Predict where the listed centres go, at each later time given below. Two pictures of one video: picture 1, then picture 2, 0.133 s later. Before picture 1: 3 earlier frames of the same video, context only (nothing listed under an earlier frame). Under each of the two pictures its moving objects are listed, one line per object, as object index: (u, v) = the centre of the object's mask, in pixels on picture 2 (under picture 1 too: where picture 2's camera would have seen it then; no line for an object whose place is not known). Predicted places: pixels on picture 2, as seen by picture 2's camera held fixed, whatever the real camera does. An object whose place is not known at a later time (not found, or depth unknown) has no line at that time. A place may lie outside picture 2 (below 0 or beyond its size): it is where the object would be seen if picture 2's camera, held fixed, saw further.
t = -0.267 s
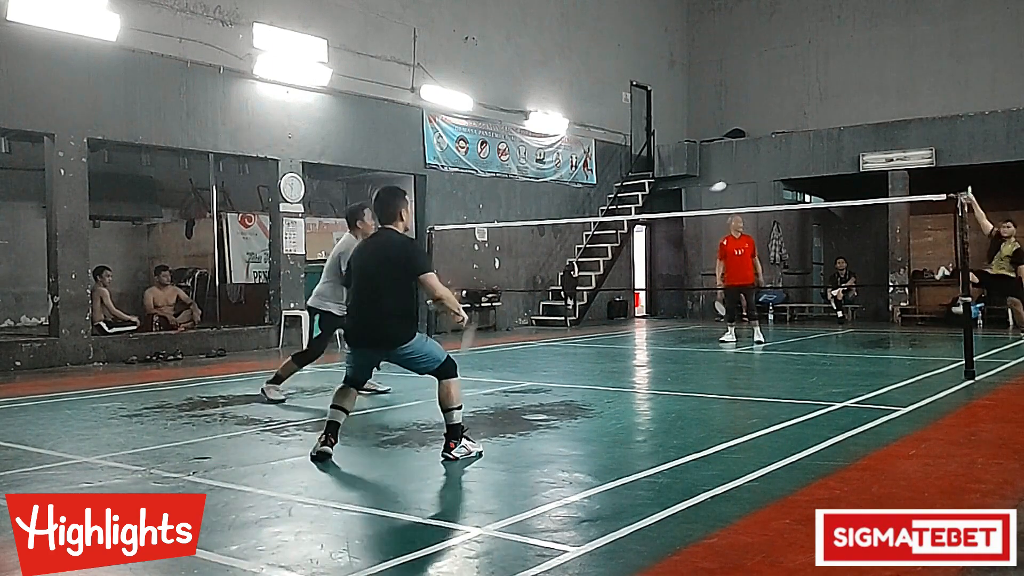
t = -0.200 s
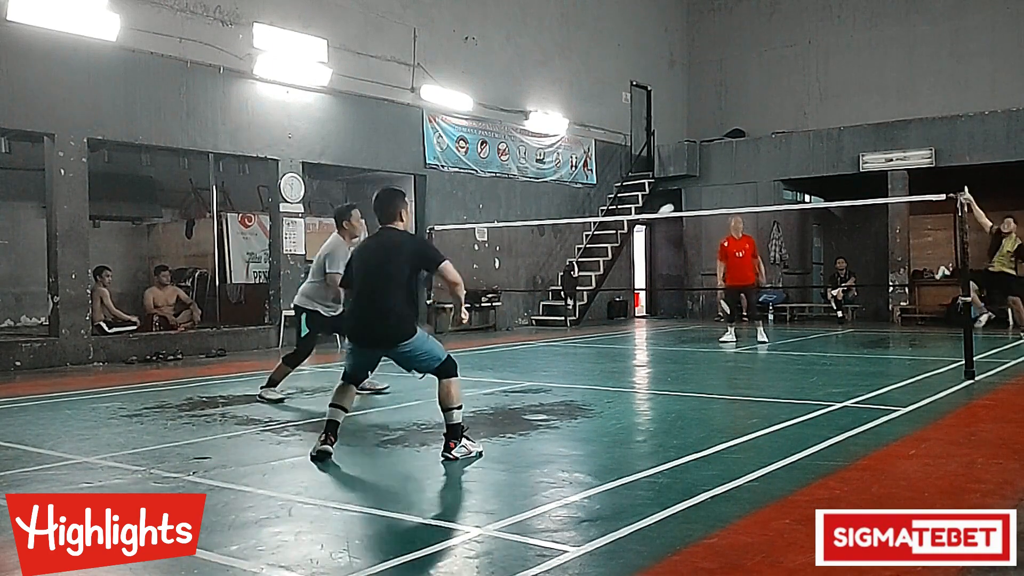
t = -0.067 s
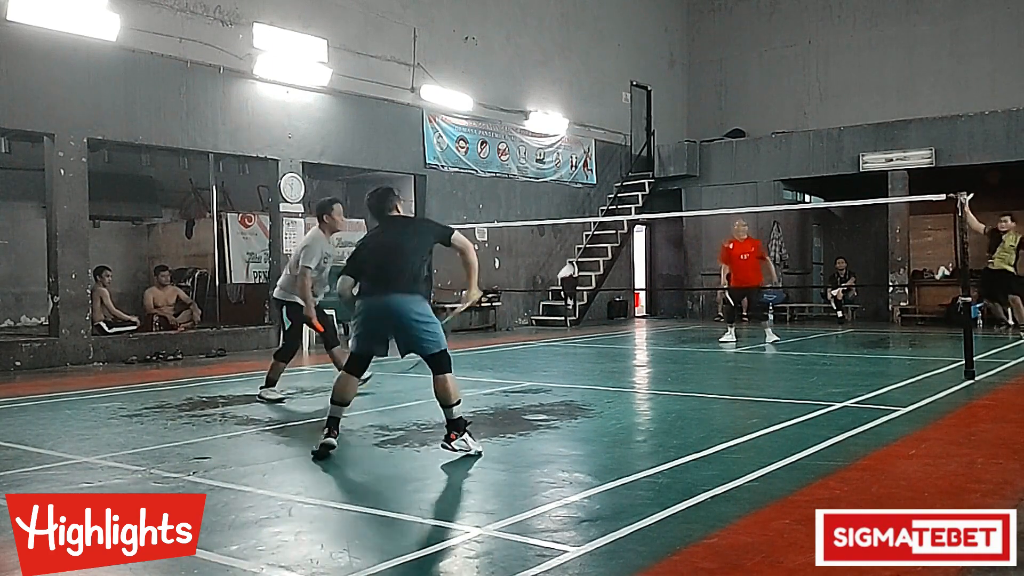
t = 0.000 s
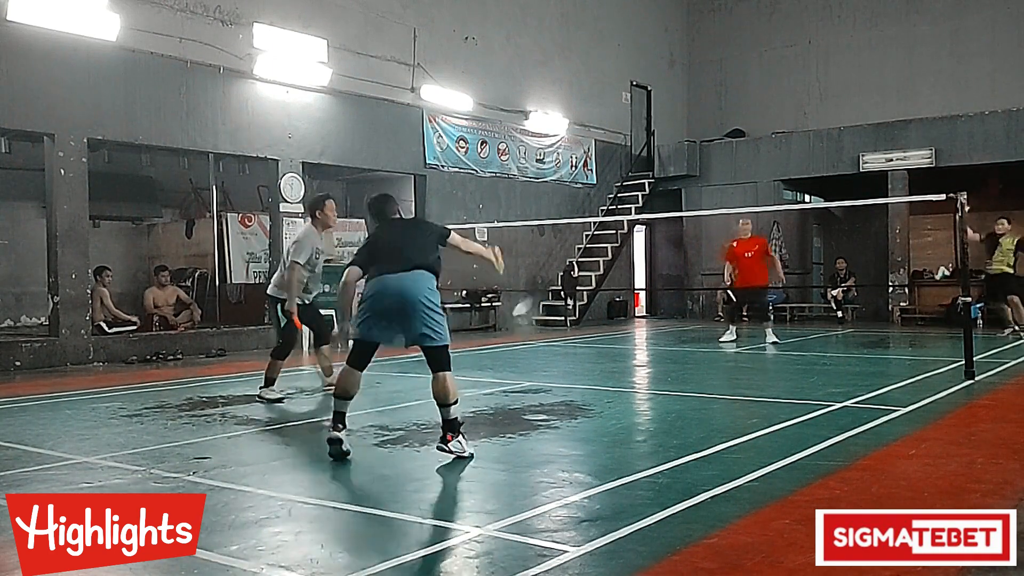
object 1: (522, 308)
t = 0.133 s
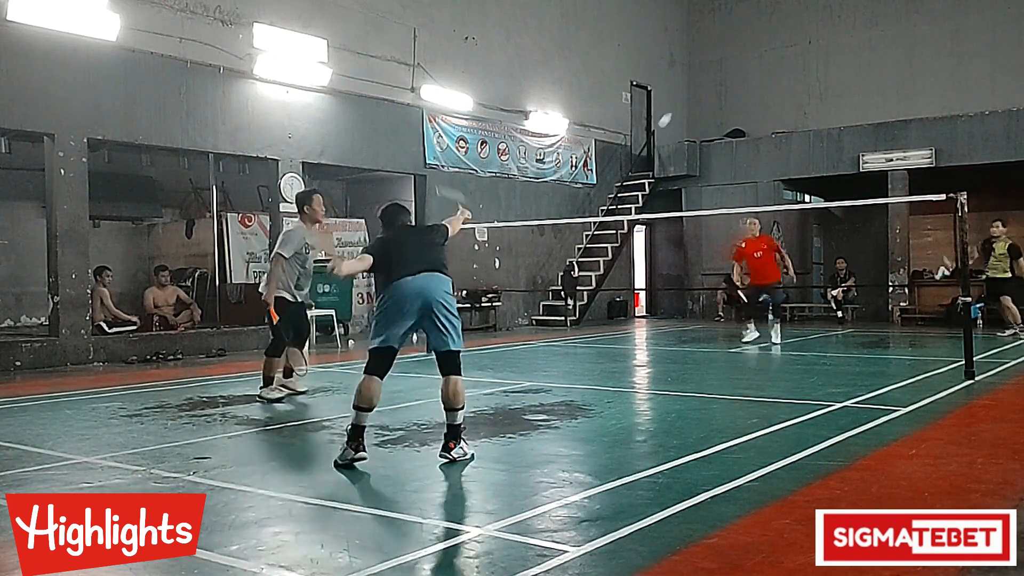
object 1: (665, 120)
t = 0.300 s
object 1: (734, 46)
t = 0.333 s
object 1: (744, 40)
